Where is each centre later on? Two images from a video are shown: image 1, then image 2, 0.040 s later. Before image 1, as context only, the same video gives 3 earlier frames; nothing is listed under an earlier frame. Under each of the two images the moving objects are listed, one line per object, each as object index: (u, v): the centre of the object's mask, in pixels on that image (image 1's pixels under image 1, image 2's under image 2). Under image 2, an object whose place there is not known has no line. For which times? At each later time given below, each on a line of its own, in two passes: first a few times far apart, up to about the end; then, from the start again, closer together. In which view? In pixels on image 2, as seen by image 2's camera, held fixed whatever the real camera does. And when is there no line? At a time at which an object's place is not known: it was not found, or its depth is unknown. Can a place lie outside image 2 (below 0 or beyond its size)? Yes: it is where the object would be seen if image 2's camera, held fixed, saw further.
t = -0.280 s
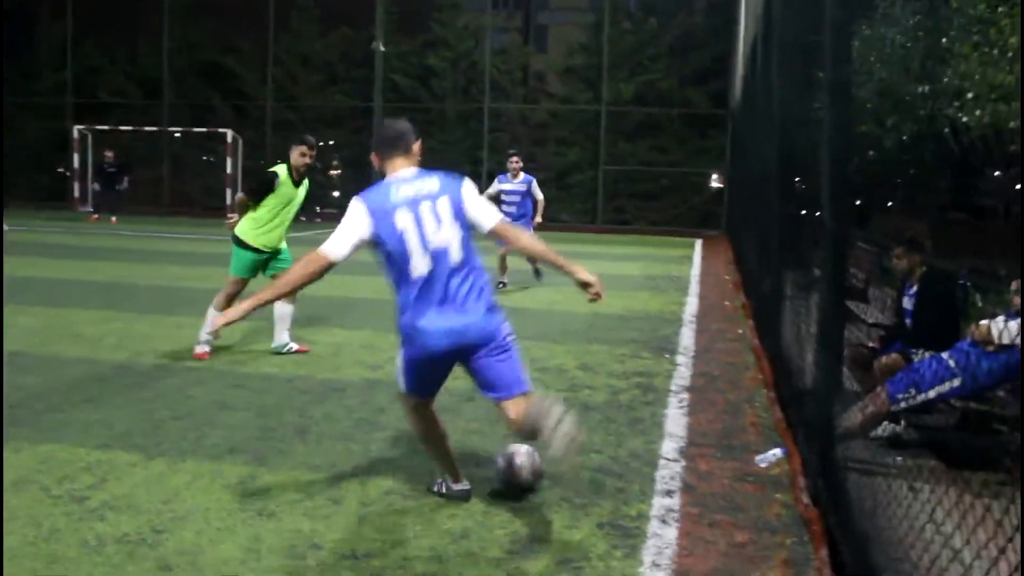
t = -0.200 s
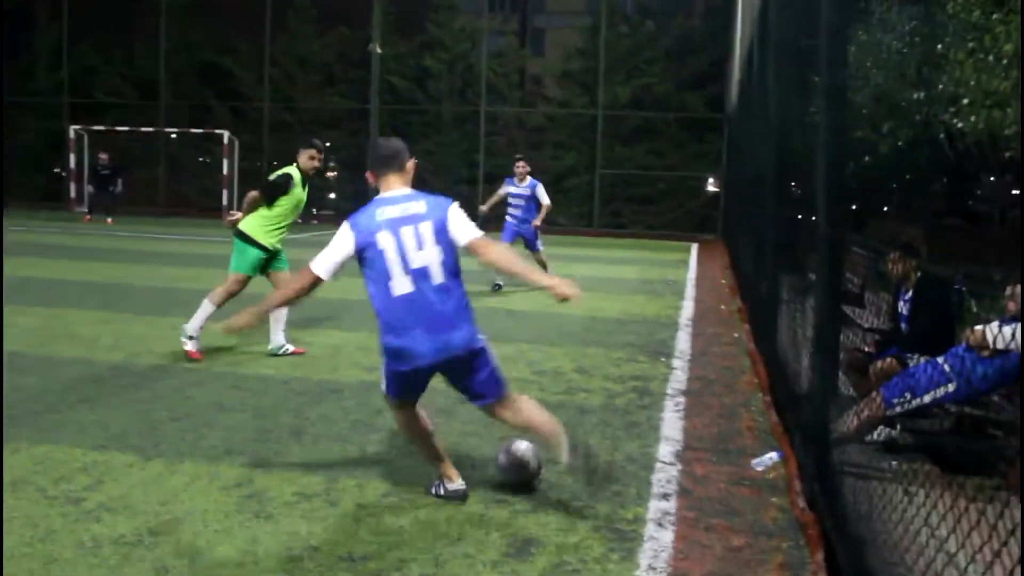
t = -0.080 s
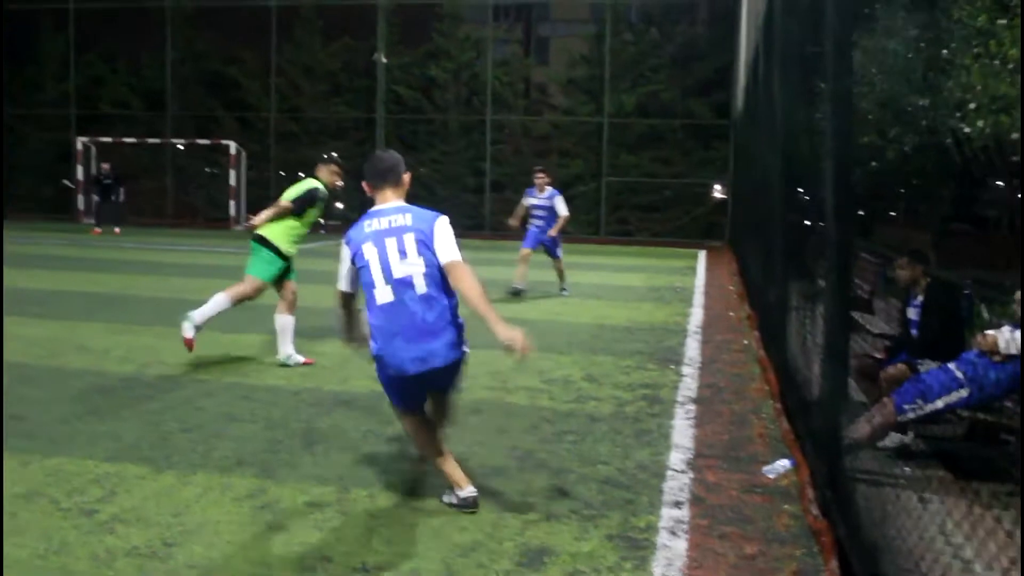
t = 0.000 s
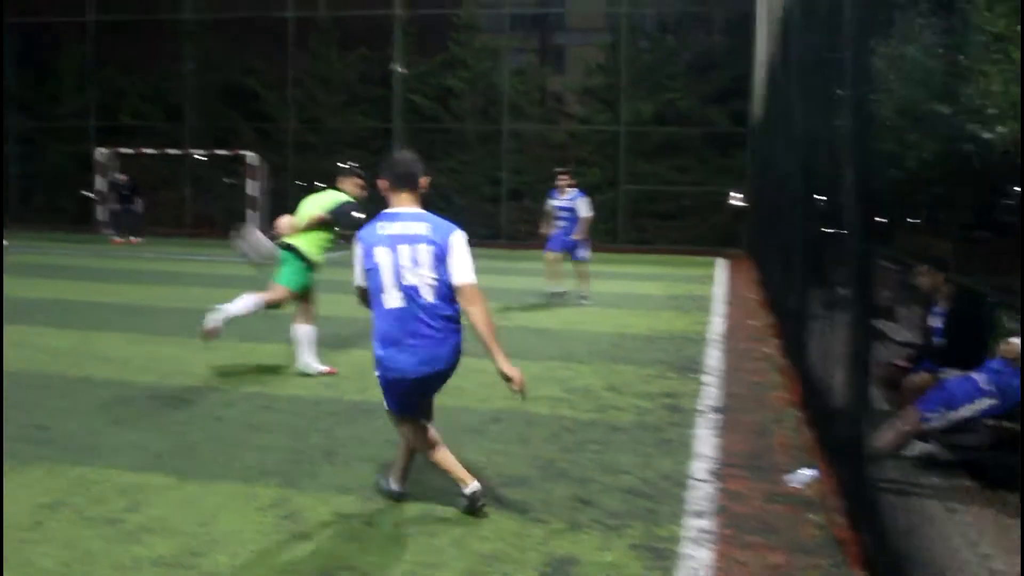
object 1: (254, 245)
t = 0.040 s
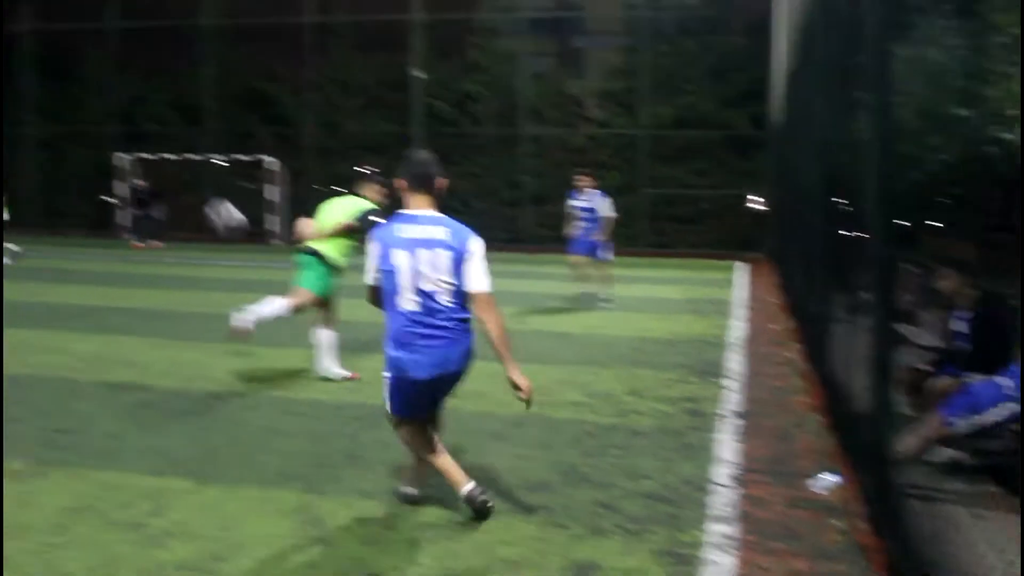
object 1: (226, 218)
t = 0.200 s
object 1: (72, 130)
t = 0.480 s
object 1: (-89, 80)
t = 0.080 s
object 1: (180, 188)
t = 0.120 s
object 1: (141, 163)
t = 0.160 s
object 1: (105, 146)
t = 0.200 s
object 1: (72, 130)
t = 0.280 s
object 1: (17, 106)
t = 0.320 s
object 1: (-9, 96)
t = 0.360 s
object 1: (-32, 90)
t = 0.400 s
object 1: (-54, 84)
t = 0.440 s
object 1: (-71, 82)
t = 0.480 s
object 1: (-89, 80)
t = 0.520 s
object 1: (-106, 79)
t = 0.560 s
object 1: (-122, 80)
